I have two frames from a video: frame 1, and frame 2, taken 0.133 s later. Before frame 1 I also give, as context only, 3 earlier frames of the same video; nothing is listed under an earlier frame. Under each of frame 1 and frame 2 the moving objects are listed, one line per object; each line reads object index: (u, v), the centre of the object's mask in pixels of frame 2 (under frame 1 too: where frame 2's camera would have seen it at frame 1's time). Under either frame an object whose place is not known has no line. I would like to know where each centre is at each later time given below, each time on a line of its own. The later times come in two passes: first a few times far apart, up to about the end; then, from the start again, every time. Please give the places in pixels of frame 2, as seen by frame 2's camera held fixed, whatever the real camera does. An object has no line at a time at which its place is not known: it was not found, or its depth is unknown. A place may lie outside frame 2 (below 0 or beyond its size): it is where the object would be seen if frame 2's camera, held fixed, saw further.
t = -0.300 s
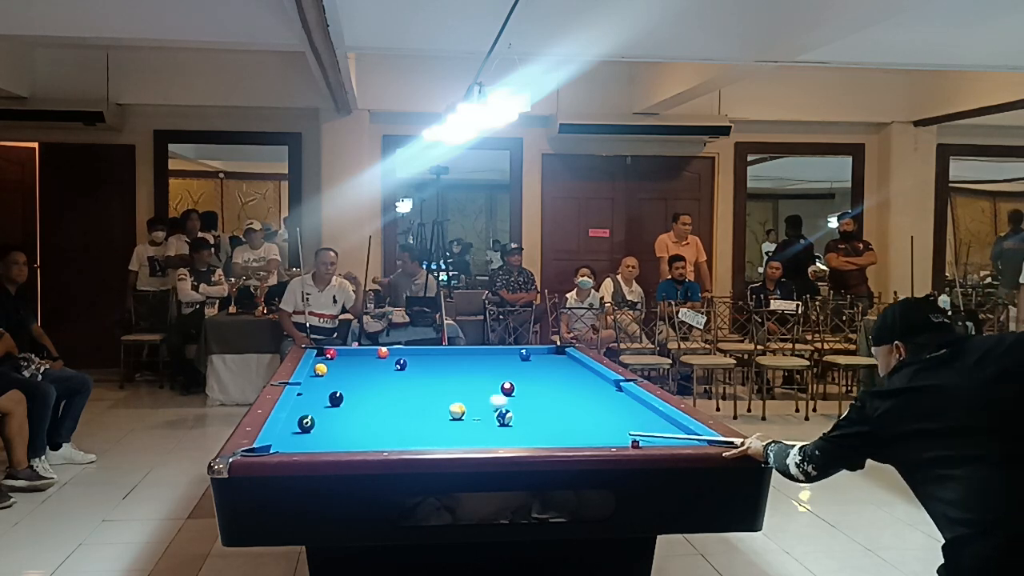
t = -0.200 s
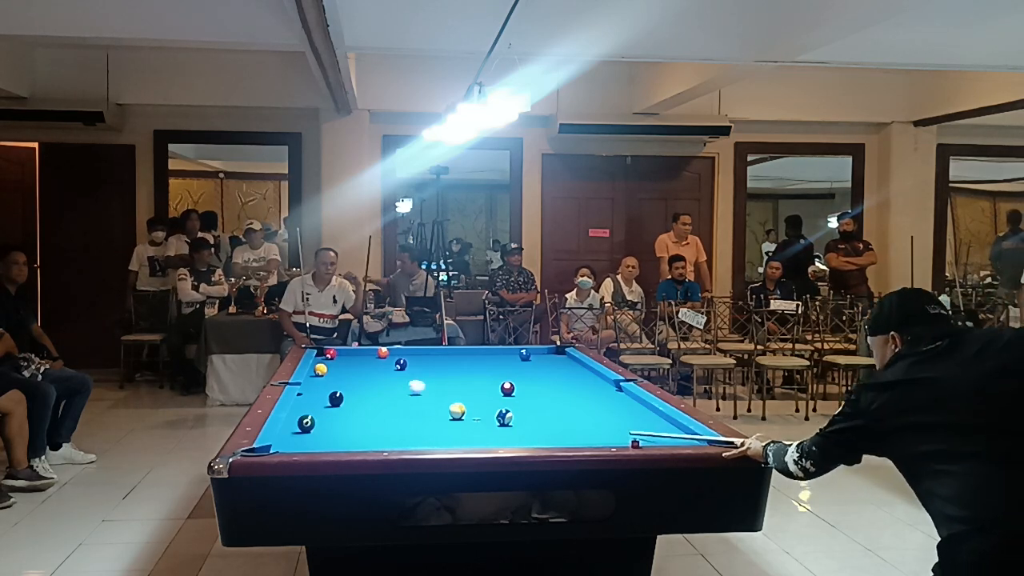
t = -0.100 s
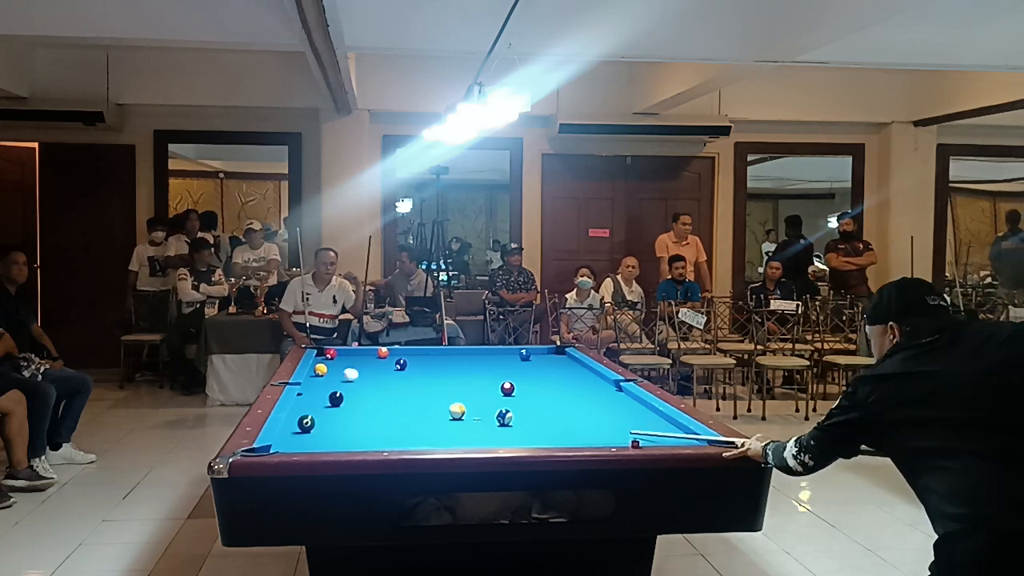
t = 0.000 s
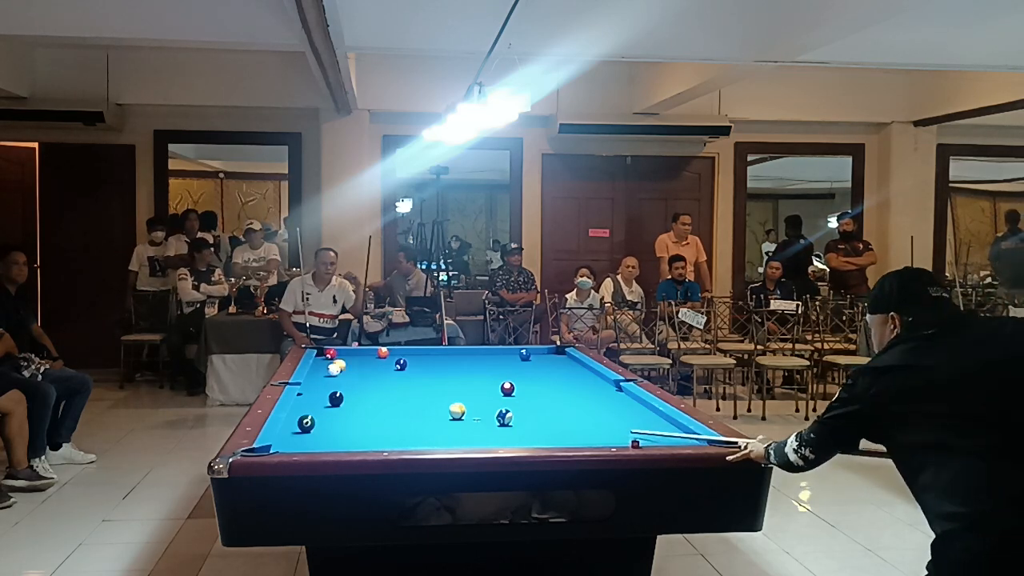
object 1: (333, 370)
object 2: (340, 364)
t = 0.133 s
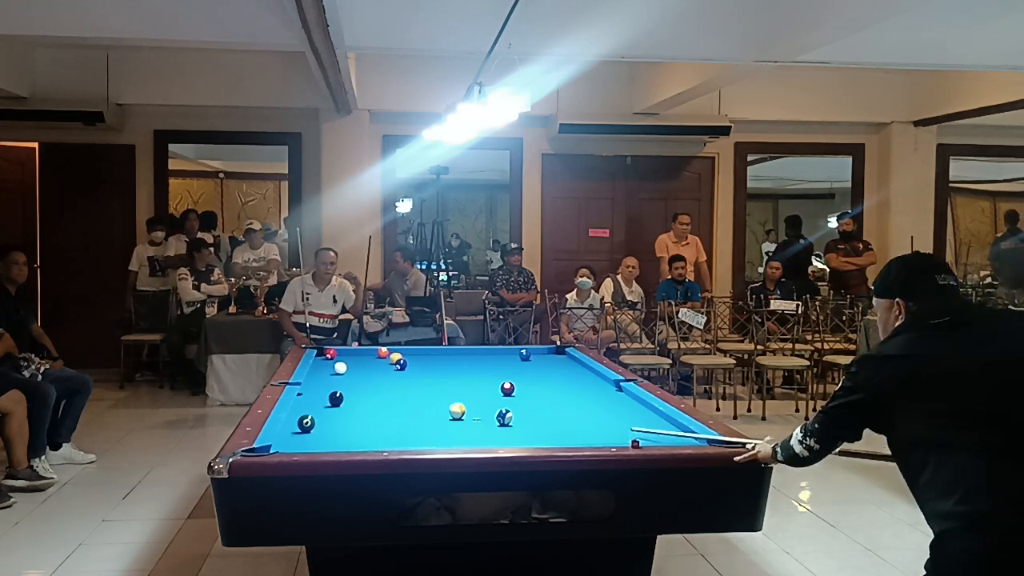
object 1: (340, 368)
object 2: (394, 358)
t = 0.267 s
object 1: (346, 366)
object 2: (441, 353)
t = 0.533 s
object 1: (357, 363)
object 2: (519, 352)
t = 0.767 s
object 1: (367, 361)
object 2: (552, 357)
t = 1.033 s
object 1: (377, 359)
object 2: (515, 363)
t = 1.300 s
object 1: (386, 356)
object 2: (479, 369)
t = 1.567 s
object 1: (395, 355)
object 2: (440, 375)
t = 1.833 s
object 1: (403, 353)
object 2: (398, 382)
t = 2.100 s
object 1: (411, 351)
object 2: (353, 390)
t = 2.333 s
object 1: (416, 351)
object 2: (311, 397)
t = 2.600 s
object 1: (420, 351)
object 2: (322, 403)
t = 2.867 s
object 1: (424, 352)
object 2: (343, 407)
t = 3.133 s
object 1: (427, 352)
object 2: (365, 412)
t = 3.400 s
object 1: (430, 353)
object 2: (387, 417)
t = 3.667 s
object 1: (433, 353)
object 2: (409, 421)
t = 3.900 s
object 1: (434, 353)
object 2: (429, 426)
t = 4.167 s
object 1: (435, 354)
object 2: (451, 430)
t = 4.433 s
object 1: (437, 354)
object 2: (473, 435)
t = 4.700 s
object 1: (437, 354)
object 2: (494, 438)
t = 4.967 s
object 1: (437, 354)
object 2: (516, 440)
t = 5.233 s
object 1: (437, 354)
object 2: (530, 440)
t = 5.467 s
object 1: (437, 354)
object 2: (536, 439)
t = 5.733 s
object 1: (437, 354)
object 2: (539, 437)
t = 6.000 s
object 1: (437, 354)
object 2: (544, 436)
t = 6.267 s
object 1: (437, 354)
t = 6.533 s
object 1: (437, 354)
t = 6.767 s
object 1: (437, 354)
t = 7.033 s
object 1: (437, 354)
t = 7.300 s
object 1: (437, 354)
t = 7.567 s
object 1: (437, 354)
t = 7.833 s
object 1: (437, 354)
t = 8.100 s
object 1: (437, 354)
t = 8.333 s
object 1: (437, 354)
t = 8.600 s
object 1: (437, 354)
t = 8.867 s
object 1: (437, 354)
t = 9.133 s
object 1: (437, 354)
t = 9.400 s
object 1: (437, 354)
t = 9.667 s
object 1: (437, 354)
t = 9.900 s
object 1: (437, 354)
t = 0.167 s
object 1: (342, 368)
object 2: (408, 356)
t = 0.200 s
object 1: (343, 367)
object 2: (420, 355)
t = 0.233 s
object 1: (345, 367)
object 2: (431, 354)
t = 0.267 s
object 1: (346, 366)
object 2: (441, 353)
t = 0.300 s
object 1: (348, 366)
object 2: (452, 351)
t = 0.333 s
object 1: (349, 366)
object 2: (461, 350)
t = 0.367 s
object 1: (350, 365)
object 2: (471, 350)
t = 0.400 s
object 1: (352, 365)
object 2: (481, 351)
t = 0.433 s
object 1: (353, 365)
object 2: (491, 352)
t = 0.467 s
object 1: (355, 364)
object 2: (501, 352)
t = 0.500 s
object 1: (356, 364)
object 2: (511, 353)
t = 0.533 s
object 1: (357, 363)
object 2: (519, 352)
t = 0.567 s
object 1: (359, 363)
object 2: (533, 353)
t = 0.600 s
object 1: (360, 363)
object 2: (542, 354)
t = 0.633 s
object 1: (362, 362)
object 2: (552, 355)
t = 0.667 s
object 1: (363, 362)
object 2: (562, 355)
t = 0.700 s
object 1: (364, 362)
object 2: (564, 356)
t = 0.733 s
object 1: (366, 362)
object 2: (557, 356)
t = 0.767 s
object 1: (367, 361)
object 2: (552, 357)
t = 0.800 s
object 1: (368, 361)
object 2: (546, 357)
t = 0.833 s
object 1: (370, 361)
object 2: (541, 358)
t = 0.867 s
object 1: (371, 360)
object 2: (537, 359)
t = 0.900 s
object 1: (372, 360)
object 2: (533, 360)
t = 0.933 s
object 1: (373, 360)
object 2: (528, 360)
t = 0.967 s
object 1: (374, 359)
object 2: (524, 360)
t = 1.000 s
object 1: (376, 359)
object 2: (519, 362)
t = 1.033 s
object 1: (377, 359)
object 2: (515, 363)
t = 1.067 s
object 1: (378, 359)
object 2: (511, 363)
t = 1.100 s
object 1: (380, 358)
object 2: (506, 364)
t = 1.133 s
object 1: (381, 358)
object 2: (502, 365)
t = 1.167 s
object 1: (382, 358)
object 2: (497, 365)
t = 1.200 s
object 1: (383, 357)
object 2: (493, 366)
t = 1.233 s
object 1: (384, 357)
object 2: (489, 367)
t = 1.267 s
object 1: (385, 357)
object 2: (484, 368)
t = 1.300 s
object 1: (386, 356)
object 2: (479, 369)
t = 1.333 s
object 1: (388, 356)
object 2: (474, 369)
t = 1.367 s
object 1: (389, 356)
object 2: (470, 370)
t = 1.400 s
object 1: (390, 356)
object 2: (465, 371)
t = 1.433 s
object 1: (391, 355)
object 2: (460, 372)
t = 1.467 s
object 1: (392, 355)
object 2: (455, 373)
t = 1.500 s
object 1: (393, 355)
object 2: (450, 374)
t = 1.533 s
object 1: (394, 355)
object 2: (445, 374)
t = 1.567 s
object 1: (395, 355)
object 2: (440, 375)
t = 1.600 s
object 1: (396, 354)
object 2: (435, 376)
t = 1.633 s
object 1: (397, 354)
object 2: (430, 377)
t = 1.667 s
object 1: (398, 354)
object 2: (425, 378)
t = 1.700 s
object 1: (399, 353)
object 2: (420, 379)
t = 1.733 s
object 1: (400, 353)
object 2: (415, 380)
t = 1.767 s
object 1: (401, 353)
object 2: (409, 381)
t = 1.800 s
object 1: (402, 353)
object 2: (404, 381)
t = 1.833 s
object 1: (403, 353)
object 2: (398, 382)
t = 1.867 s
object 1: (404, 353)
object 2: (393, 383)
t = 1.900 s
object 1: (406, 352)
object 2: (387, 384)
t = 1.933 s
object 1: (406, 352)
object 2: (382, 385)
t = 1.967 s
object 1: (407, 352)
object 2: (376, 386)
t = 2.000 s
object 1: (408, 352)
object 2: (371, 387)
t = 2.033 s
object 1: (409, 351)
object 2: (365, 388)
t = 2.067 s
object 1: (410, 351)
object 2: (359, 389)
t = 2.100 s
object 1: (411, 351)
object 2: (353, 390)
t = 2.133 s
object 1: (412, 351)
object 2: (348, 391)
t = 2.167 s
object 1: (413, 351)
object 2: (343, 390)
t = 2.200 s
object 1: (414, 351)
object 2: (336, 389)
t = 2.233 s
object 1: (414, 351)
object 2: (327, 392)
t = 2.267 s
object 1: (415, 351)
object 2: (322, 395)
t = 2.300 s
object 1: (416, 351)
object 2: (317, 396)
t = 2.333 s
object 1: (416, 351)
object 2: (311, 397)
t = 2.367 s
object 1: (417, 351)
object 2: (304, 398)
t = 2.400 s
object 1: (417, 351)
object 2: (304, 399)
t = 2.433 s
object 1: (418, 351)
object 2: (308, 400)
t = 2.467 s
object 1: (418, 351)
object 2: (311, 400)
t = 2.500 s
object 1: (419, 351)
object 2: (313, 401)
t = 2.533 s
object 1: (419, 351)
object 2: (316, 401)
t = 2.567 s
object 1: (420, 351)
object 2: (319, 402)
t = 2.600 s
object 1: (420, 351)
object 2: (322, 403)
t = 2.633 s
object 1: (421, 351)
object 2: (324, 403)
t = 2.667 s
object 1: (421, 351)
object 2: (327, 404)
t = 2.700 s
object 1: (422, 351)
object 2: (330, 404)
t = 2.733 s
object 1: (422, 352)
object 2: (332, 405)
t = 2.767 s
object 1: (423, 352)
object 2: (335, 405)
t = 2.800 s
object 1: (423, 352)
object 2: (338, 406)
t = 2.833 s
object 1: (424, 352)
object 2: (340, 407)
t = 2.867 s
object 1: (424, 352)
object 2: (343, 407)
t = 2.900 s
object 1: (425, 352)
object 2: (346, 408)
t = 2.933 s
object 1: (425, 352)
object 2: (349, 408)
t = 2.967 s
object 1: (425, 352)
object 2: (351, 409)
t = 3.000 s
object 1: (426, 352)
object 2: (354, 409)
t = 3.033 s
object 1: (426, 352)
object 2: (357, 410)
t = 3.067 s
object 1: (427, 352)
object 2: (359, 411)
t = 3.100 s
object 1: (427, 352)
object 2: (362, 411)
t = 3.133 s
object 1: (427, 352)
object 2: (365, 412)
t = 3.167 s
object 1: (428, 352)
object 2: (368, 412)
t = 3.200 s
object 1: (428, 352)
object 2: (370, 413)
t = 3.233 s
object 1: (429, 352)
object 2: (373, 414)
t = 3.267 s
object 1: (429, 353)
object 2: (376, 414)
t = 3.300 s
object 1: (430, 352)
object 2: (379, 415)
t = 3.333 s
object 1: (430, 353)
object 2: (381, 415)
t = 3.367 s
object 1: (430, 353)
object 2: (384, 416)
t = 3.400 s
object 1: (430, 353)
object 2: (387, 417)
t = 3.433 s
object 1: (431, 353)
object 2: (390, 417)
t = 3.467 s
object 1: (431, 353)
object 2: (392, 418)
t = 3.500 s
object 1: (431, 353)
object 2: (395, 419)
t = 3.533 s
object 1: (432, 353)
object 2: (398, 419)
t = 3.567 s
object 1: (432, 353)
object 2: (401, 420)
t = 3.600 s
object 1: (432, 353)
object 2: (404, 420)
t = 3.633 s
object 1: (433, 353)
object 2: (406, 421)
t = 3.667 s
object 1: (433, 353)
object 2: (409, 421)
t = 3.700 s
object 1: (433, 353)
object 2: (412, 422)
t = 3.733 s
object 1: (433, 353)
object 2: (415, 423)
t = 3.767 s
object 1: (434, 353)
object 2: (418, 423)
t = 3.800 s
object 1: (434, 353)
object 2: (420, 424)
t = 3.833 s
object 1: (434, 353)
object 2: (423, 424)
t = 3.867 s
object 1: (434, 353)
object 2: (426, 425)
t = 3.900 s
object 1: (434, 353)
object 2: (429, 426)
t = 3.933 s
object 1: (435, 353)
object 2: (431, 426)
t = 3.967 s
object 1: (435, 354)
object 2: (434, 427)
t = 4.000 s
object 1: (435, 354)
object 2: (437, 428)
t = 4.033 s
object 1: (435, 353)
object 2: (440, 428)
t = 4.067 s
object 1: (435, 353)
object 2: (443, 429)
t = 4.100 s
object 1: (435, 354)
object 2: (445, 429)
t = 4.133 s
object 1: (435, 354)
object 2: (448, 430)
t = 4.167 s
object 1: (435, 354)
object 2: (451, 430)
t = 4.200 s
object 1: (436, 354)
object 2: (454, 431)
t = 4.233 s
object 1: (436, 354)
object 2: (457, 431)
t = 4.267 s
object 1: (436, 354)
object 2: (459, 432)
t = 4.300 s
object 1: (436, 354)
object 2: (462, 433)
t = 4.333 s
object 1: (436, 354)
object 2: (465, 433)
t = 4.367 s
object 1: (436, 354)
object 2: (468, 434)
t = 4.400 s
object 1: (437, 354)
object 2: (470, 434)
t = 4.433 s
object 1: (437, 354)
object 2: (473, 435)
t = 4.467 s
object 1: (437, 354)
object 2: (476, 435)
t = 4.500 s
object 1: (437, 354)
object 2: (478, 435)
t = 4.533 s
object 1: (437, 354)
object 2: (481, 436)
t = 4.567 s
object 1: (437, 354)
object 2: (484, 436)
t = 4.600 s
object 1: (437, 354)
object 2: (486, 436)
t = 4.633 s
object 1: (437, 354)
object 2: (489, 437)
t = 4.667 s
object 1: (437, 354)
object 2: (492, 437)
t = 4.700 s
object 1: (437, 354)
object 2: (494, 438)
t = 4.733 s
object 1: (437, 354)
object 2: (497, 438)
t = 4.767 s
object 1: (437, 354)
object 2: (500, 438)
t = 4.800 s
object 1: (437, 354)
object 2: (503, 438)
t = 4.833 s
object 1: (437, 354)
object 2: (505, 438)
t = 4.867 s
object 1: (437, 354)
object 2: (508, 439)
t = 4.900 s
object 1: (437, 354)
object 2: (511, 439)
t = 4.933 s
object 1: (437, 354)
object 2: (513, 439)
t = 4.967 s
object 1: (437, 354)
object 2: (516, 440)
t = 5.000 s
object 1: (437, 354)
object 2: (518, 440)
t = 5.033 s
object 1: (437, 354)
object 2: (519, 440)
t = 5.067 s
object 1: (437, 354)
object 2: (529, 441)
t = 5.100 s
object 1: (437, 354)
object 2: (528, 440)
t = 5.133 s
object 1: (437, 354)
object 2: (528, 440)
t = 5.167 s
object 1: (437, 354)
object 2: (528, 440)
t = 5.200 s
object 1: (437, 354)
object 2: (529, 440)
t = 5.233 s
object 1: (437, 354)
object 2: (530, 440)
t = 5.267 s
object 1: (437, 354)
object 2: (531, 440)
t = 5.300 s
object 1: (437, 354)
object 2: (532, 440)
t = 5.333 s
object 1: (437, 354)
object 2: (533, 440)
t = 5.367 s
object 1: (437, 354)
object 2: (534, 439)
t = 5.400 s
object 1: (437, 354)
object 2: (535, 439)
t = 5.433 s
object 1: (437, 354)
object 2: (535, 439)
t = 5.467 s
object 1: (437, 354)
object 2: (536, 439)
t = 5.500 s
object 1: (437, 354)
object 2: (537, 439)
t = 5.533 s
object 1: (437, 354)
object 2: (537, 439)
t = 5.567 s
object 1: (437, 354)
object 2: (537, 438)
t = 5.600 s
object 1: (437, 354)
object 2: (538, 438)
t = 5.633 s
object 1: (437, 354)
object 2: (537, 438)
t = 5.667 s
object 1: (437, 354)
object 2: (538, 438)
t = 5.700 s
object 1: (437, 354)
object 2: (538, 438)
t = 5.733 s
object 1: (437, 354)
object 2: (539, 437)
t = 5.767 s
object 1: (437, 354)
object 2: (539, 437)
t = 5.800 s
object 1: (437, 354)
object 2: (540, 437)
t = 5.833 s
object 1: (437, 354)
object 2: (540, 437)
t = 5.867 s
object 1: (437, 354)
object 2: (541, 437)
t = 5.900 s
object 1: (437, 354)
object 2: (542, 437)
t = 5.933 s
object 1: (437, 354)
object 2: (543, 437)
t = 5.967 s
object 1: (437, 354)
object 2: (543, 437)
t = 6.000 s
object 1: (437, 354)
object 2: (544, 436)
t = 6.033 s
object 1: (437, 354)
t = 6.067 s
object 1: (437, 354)
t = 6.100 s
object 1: (437, 354)
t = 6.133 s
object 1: (437, 354)
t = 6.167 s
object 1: (437, 354)
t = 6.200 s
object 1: (437, 354)
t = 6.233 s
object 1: (437, 354)
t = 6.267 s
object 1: (437, 354)
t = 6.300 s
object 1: (437, 354)
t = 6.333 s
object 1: (437, 354)
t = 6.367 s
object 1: (437, 354)
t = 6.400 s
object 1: (437, 354)
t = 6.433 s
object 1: (437, 354)
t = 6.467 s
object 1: (437, 354)
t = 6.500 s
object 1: (437, 354)
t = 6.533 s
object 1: (437, 354)
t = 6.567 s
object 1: (437, 354)
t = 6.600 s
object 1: (437, 354)
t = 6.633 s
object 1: (437, 354)
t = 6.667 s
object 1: (437, 354)
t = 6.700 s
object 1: (437, 354)
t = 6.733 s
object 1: (437, 354)
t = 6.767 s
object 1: (437, 354)
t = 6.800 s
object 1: (437, 354)
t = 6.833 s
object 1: (437, 354)
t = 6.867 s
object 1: (437, 354)
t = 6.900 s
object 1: (437, 354)
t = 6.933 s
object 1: (437, 354)
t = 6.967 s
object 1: (437, 354)
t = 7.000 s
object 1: (437, 354)
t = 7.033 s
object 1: (437, 354)
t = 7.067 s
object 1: (437, 354)
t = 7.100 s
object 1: (437, 354)
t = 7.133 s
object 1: (437, 354)
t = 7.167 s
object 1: (437, 354)
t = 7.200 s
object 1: (437, 354)
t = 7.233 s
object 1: (437, 354)
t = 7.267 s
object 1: (437, 354)
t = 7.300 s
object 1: (437, 354)
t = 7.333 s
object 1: (437, 354)
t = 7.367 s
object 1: (437, 354)
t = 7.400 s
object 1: (437, 354)
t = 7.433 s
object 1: (437, 354)
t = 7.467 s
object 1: (437, 354)
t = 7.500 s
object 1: (437, 354)
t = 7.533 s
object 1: (437, 354)
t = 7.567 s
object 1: (437, 354)
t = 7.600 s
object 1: (437, 354)
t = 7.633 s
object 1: (437, 354)
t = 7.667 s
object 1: (437, 354)
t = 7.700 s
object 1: (437, 354)
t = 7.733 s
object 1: (437, 354)
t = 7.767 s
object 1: (437, 354)
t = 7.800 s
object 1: (437, 354)
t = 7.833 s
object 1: (437, 354)
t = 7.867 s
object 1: (437, 354)
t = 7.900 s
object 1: (437, 354)
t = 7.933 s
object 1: (437, 354)
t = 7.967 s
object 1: (437, 354)
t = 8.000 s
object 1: (437, 354)
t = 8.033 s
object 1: (437, 354)
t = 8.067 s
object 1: (437, 354)
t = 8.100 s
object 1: (437, 354)
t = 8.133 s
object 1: (437, 354)
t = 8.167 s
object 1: (437, 354)
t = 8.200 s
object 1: (437, 354)
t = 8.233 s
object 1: (437, 354)
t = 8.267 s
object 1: (437, 354)
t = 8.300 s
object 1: (437, 354)
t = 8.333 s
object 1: (437, 354)
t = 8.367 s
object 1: (437, 354)
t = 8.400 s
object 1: (437, 354)
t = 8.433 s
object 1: (437, 354)
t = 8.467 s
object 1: (437, 354)
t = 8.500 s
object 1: (437, 354)
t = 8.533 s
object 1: (437, 354)
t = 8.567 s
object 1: (437, 354)
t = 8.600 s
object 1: (437, 354)
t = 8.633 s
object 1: (437, 354)
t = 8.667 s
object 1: (437, 354)
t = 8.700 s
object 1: (437, 354)
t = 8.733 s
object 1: (437, 354)
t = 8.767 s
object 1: (437, 354)
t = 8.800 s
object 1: (437, 354)
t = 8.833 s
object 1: (437, 354)
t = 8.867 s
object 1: (437, 354)
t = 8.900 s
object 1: (437, 354)
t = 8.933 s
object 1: (437, 354)
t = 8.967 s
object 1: (437, 354)
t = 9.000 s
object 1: (437, 354)
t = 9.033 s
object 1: (437, 354)
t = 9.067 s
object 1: (437, 354)
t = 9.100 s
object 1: (437, 354)
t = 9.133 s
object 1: (437, 354)
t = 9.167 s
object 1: (437, 354)
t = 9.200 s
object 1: (437, 354)
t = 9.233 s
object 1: (437, 354)
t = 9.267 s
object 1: (437, 354)
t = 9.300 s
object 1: (437, 354)
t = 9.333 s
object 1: (437, 354)
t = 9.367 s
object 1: (437, 354)
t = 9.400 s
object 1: (437, 354)
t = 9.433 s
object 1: (437, 354)
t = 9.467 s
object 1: (437, 354)
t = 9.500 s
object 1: (437, 354)
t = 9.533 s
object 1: (437, 354)
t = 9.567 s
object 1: (437, 354)
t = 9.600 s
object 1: (437, 354)
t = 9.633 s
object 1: (437, 354)
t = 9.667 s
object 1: (437, 354)
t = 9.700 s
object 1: (437, 354)
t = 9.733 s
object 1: (437, 354)
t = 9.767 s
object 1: (437, 354)
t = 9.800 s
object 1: (437, 354)
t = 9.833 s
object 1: (437, 354)
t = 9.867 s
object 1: (437, 354)
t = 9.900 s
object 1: (437, 354)
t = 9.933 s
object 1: (437, 354)
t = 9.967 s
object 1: (437, 354)
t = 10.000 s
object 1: (437, 354)
